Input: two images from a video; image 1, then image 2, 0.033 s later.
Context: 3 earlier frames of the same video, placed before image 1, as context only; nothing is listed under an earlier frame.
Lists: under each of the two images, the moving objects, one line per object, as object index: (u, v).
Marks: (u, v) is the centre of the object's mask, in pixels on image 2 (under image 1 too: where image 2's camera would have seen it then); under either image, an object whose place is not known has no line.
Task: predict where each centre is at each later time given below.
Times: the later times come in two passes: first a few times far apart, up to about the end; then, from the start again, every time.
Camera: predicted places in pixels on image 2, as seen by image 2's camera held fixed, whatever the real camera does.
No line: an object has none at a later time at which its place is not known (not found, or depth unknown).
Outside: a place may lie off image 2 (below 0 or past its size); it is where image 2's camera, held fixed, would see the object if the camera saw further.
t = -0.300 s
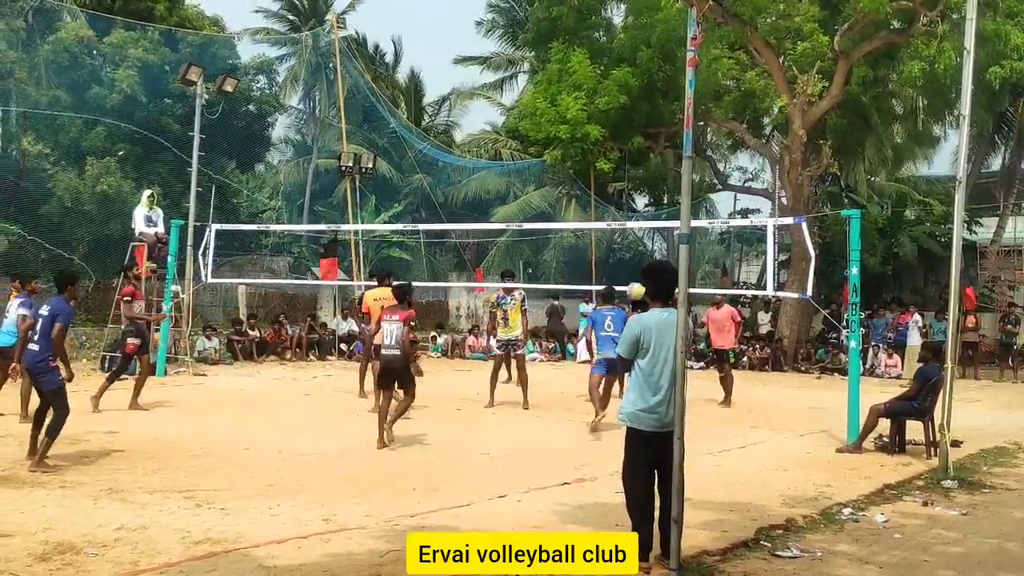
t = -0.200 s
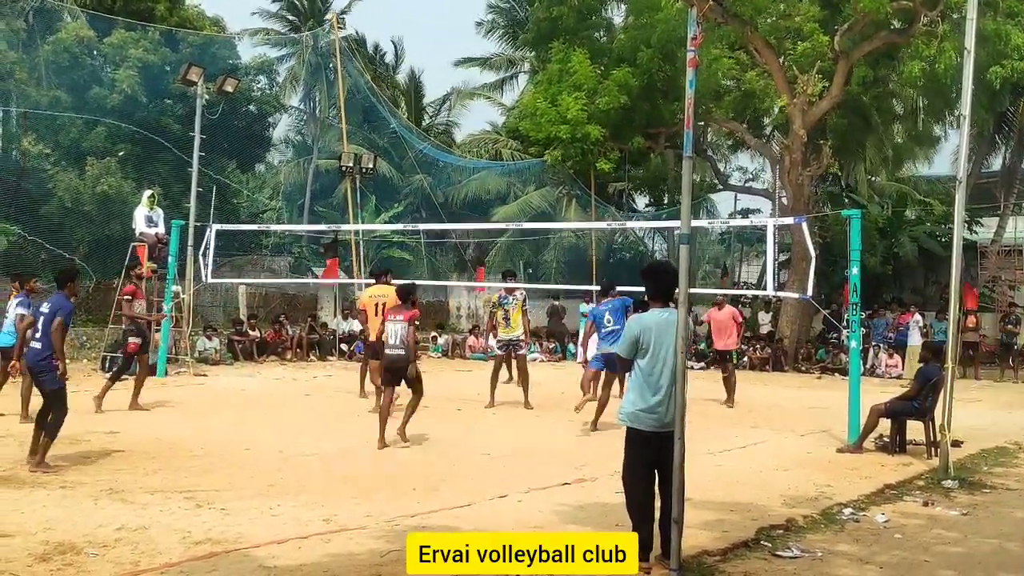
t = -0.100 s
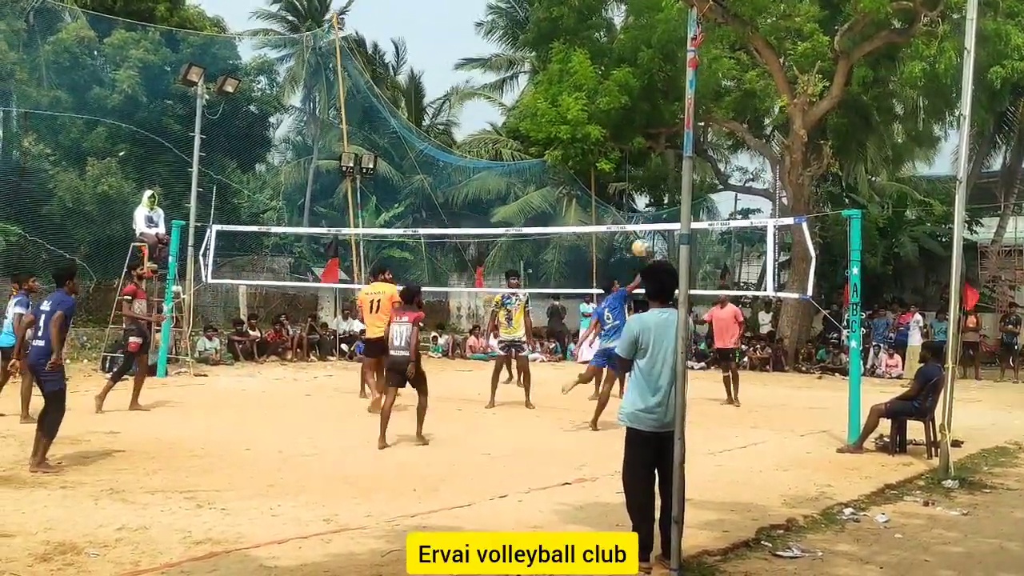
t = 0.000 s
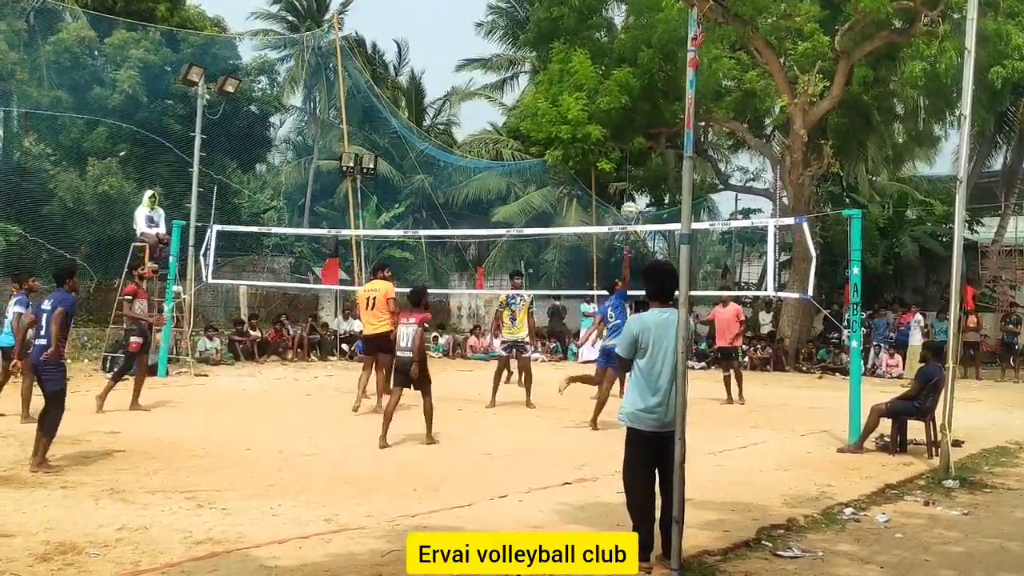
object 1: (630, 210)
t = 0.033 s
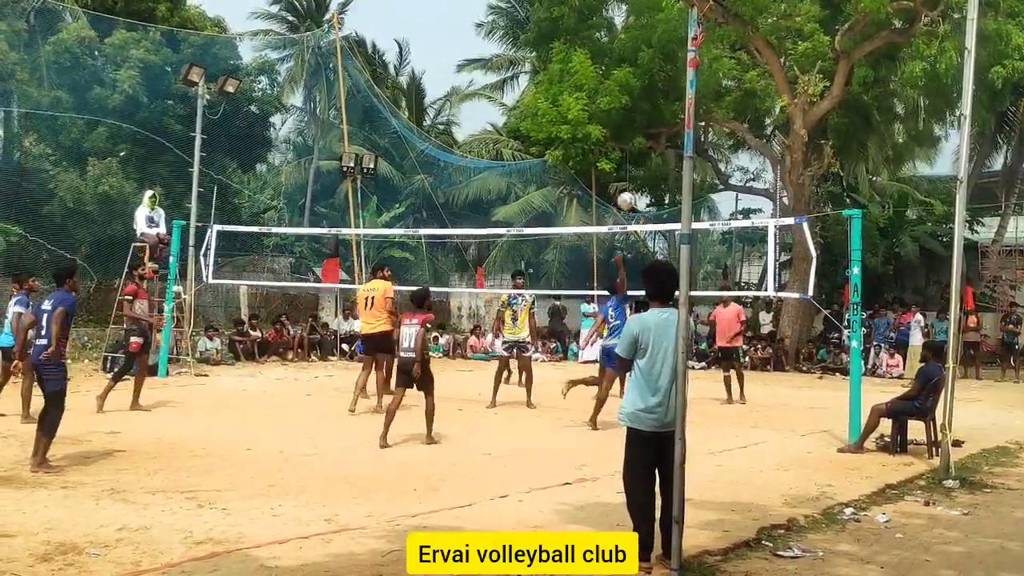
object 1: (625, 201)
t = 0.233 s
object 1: (604, 162)
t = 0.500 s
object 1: (575, 158)
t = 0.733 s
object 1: (549, 198)
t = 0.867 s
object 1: (537, 224)
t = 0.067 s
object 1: (621, 191)
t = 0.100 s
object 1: (619, 184)
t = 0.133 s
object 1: (615, 177)
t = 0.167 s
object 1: (611, 171)
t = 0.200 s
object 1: (607, 165)
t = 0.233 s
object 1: (604, 162)
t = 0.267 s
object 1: (600, 158)
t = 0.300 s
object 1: (597, 156)
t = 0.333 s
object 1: (593, 153)
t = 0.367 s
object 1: (590, 153)
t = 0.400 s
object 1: (586, 153)
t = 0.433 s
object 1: (582, 154)
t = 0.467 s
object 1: (578, 155)
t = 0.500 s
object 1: (575, 158)
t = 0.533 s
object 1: (571, 162)
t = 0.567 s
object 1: (567, 165)
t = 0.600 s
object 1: (563, 170)
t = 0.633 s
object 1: (560, 176)
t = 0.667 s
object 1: (556, 182)
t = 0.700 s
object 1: (552, 190)
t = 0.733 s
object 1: (549, 198)
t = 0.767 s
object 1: (545, 208)
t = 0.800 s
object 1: (541, 217)
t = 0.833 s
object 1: (538, 224)
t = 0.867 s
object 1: (537, 224)
